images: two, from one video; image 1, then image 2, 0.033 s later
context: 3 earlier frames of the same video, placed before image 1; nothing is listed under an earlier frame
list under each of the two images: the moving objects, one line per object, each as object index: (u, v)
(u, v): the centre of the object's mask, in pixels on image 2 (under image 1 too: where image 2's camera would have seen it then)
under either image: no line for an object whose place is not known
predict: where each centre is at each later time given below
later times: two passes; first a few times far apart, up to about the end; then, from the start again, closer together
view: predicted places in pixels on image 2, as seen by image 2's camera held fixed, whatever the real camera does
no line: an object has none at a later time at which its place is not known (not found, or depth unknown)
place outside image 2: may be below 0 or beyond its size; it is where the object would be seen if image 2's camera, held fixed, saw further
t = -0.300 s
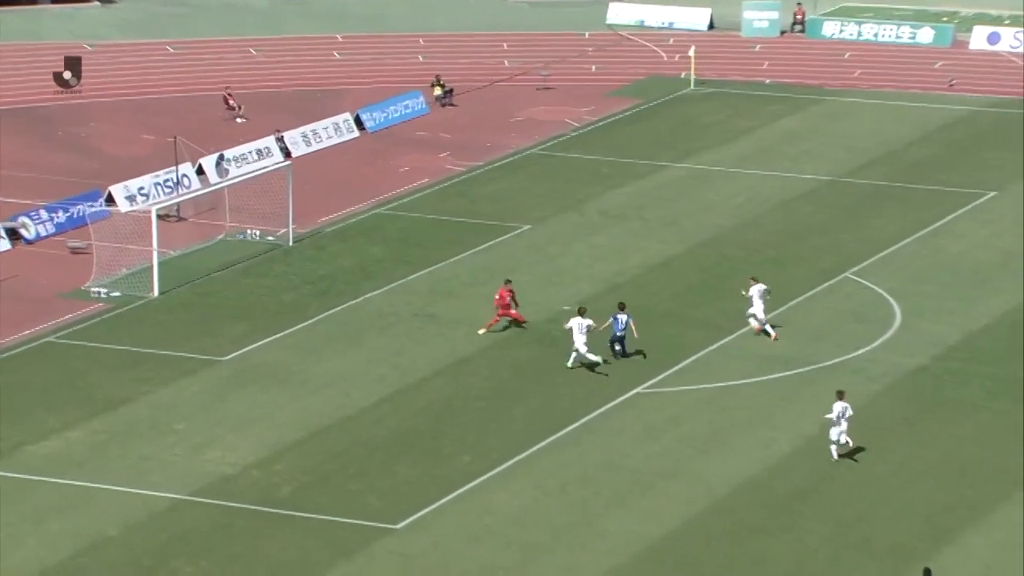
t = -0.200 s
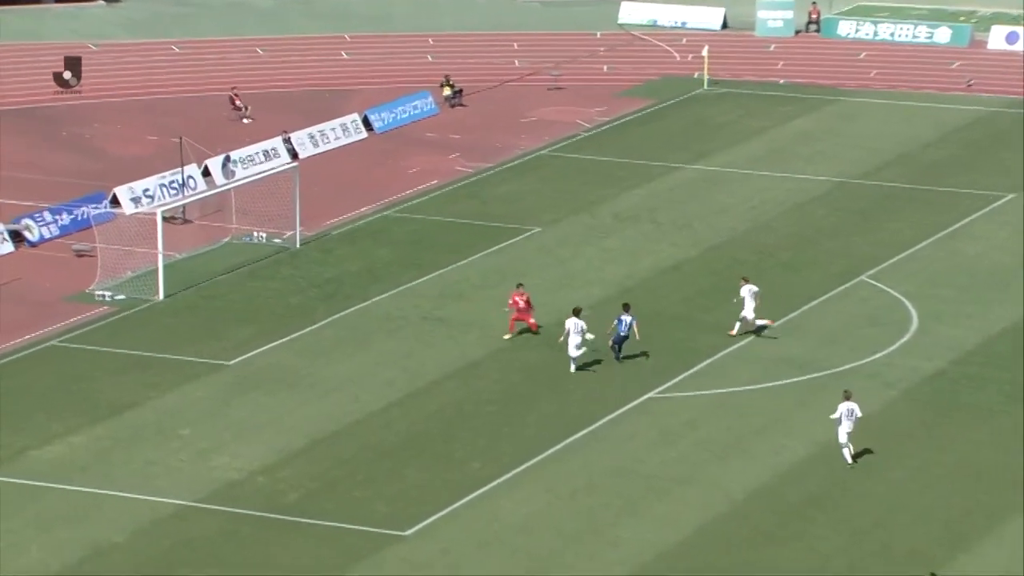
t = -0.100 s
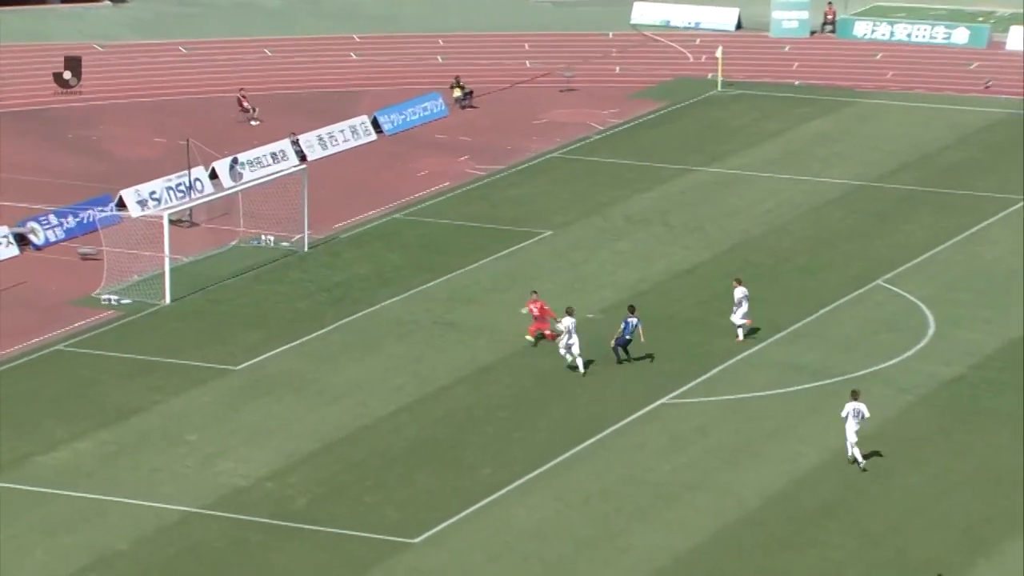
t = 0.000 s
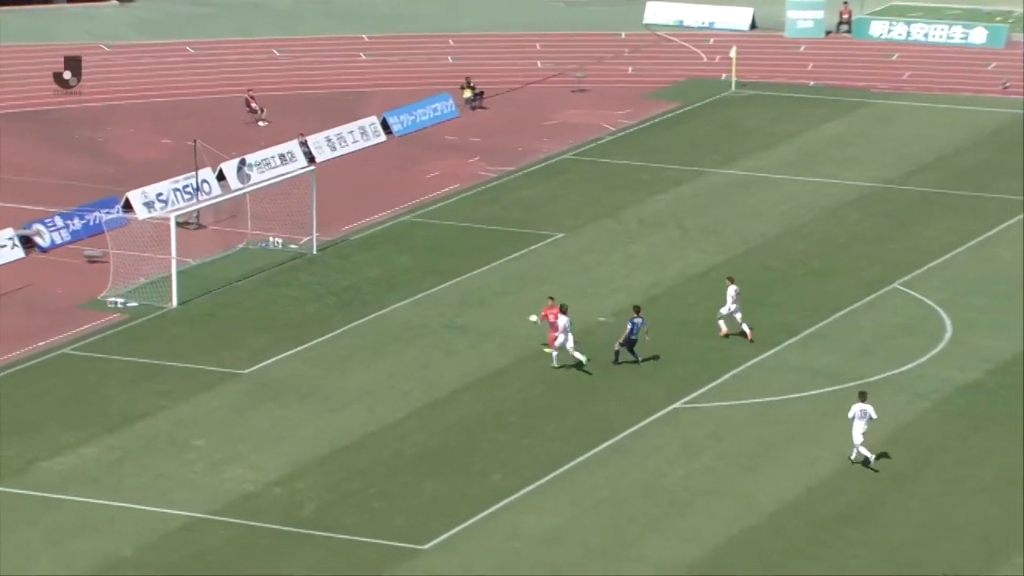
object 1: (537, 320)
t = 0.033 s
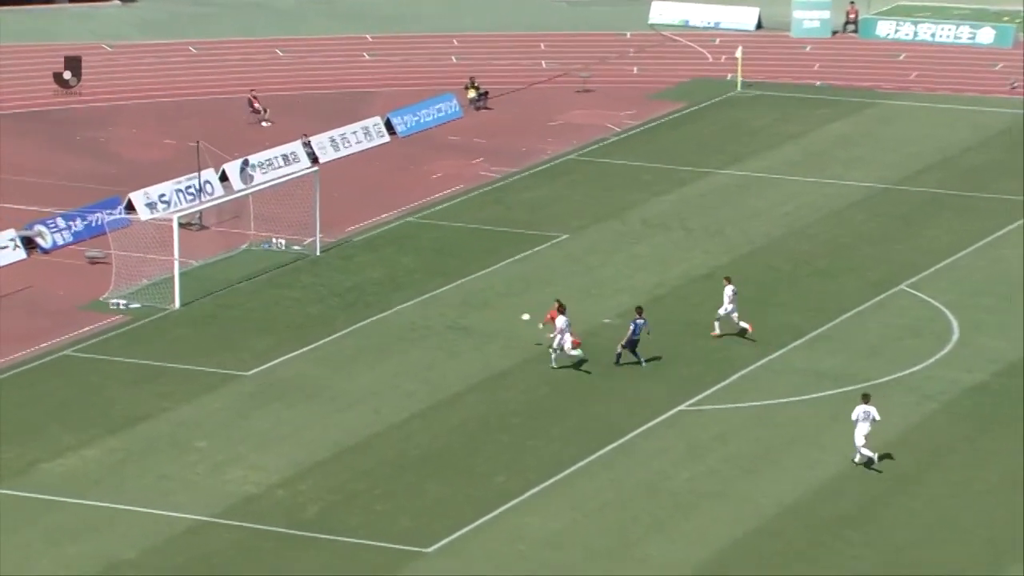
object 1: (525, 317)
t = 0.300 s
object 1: (448, 308)
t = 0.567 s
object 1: (368, 317)
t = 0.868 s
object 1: (298, 316)
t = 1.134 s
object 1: (252, 314)
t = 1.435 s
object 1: (207, 312)
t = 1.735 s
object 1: (166, 306)
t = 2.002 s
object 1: (133, 304)
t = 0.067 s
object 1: (520, 315)
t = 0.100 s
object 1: (507, 313)
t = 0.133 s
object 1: (496, 312)
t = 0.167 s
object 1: (490, 310)
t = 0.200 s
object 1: (478, 309)
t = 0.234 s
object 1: (466, 308)
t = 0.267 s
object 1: (454, 309)
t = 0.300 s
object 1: (448, 308)
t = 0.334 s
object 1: (437, 308)
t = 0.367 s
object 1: (425, 309)
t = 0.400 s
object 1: (419, 309)
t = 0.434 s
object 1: (408, 310)
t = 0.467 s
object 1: (397, 311)
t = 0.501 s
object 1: (385, 313)
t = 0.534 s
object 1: (380, 314)
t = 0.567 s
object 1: (368, 317)
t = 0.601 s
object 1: (357, 320)
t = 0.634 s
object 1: (346, 324)
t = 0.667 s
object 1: (340, 326)
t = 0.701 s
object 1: (329, 328)
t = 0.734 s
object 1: (323, 325)
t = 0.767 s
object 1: (316, 322)
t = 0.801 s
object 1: (312, 320)
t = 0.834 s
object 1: (305, 318)
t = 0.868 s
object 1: (298, 316)
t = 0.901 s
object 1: (292, 314)
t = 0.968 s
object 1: (282, 313)
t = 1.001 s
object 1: (275, 313)
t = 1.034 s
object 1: (269, 313)
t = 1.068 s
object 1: (262, 313)
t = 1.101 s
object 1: (255, 314)
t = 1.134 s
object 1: (252, 314)
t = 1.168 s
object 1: (246, 316)
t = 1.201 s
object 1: (240, 317)
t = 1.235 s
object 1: (235, 316)
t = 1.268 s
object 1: (229, 314)
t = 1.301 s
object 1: (224, 313)
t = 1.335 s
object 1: (222, 313)
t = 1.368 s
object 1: (217, 312)
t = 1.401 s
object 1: (212, 312)
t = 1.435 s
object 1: (207, 312)
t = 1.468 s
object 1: (203, 312)
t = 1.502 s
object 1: (197, 311)
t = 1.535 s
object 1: (192, 310)
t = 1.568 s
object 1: (187, 309)
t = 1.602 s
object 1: (185, 310)
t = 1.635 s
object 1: (180, 310)
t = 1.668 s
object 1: (175, 309)
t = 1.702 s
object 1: (170, 307)
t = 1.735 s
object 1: (166, 306)
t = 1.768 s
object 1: (161, 306)
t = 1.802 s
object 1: (156, 306)
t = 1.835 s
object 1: (154, 306)
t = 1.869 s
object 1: (150, 306)
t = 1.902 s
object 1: (145, 305)
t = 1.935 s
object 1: (141, 305)
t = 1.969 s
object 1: (136, 305)
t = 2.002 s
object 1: (133, 304)
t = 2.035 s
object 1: (128, 303)
